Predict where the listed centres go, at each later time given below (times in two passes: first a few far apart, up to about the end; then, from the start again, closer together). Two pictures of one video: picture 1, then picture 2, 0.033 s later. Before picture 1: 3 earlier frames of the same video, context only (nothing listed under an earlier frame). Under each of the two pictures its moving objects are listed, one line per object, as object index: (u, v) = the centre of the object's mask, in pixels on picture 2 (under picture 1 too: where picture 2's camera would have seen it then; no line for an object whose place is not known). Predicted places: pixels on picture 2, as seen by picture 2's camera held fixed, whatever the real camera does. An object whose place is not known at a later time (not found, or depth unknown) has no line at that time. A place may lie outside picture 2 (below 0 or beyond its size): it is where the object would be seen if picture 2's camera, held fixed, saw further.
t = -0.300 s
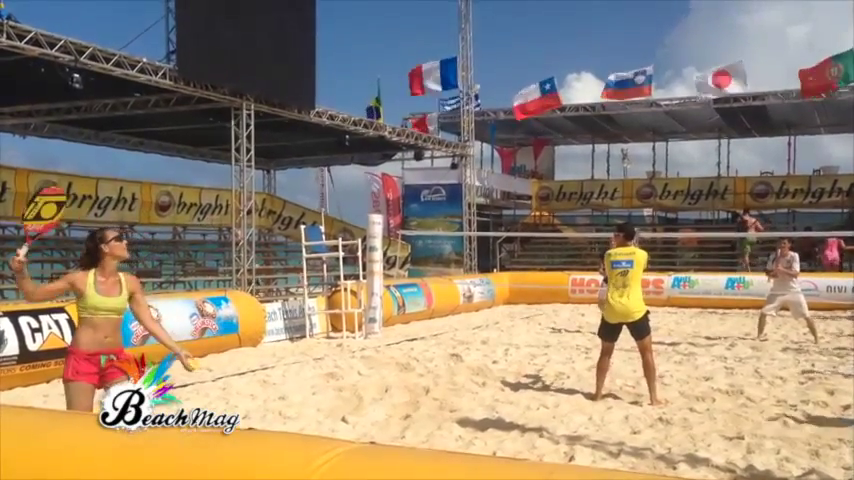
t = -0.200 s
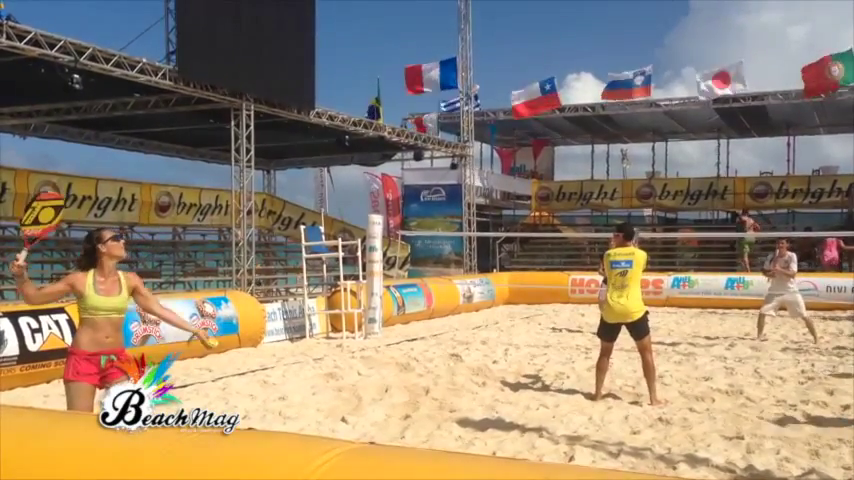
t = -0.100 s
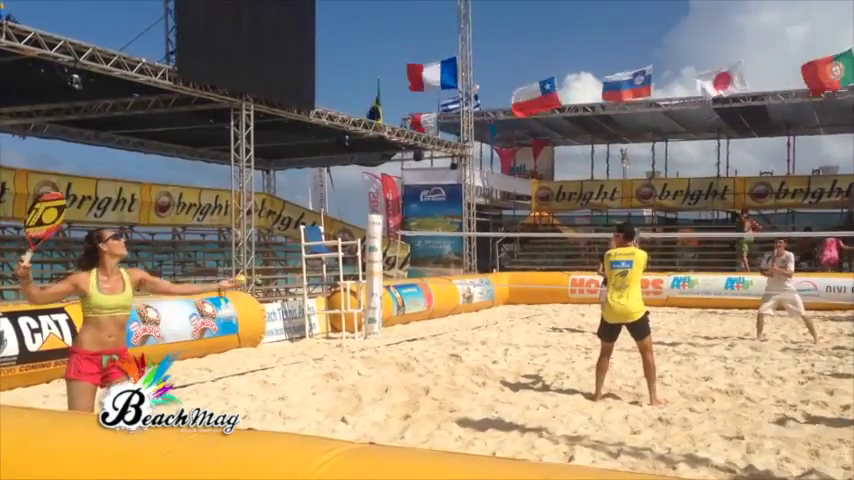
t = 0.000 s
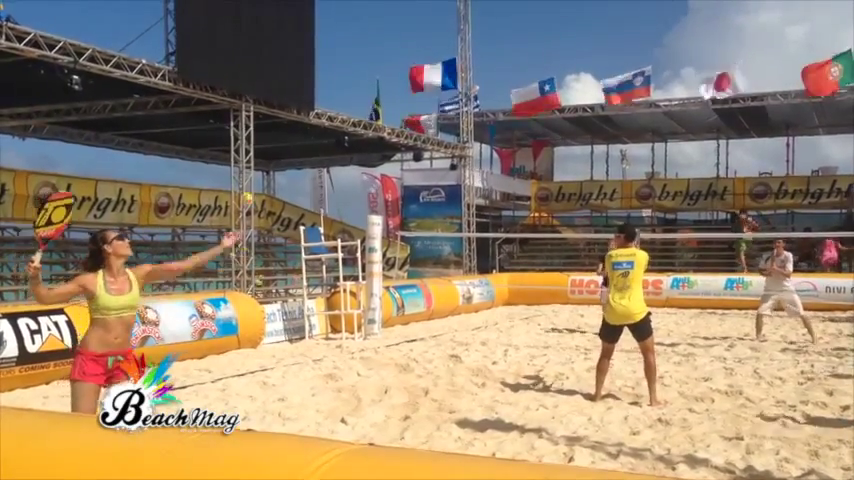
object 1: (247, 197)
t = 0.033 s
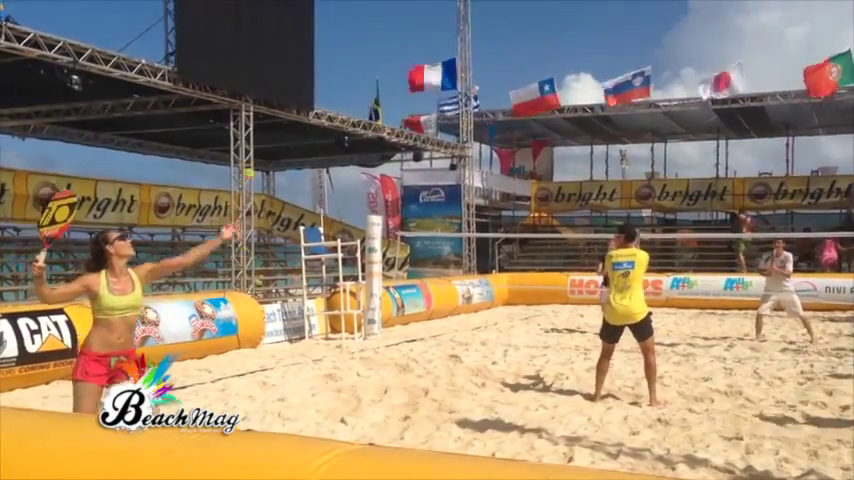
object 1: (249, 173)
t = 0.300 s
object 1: (261, 40)
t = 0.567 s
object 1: (269, 15)
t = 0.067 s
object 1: (250, 150)
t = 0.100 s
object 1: (252, 130)
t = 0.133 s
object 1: (254, 110)
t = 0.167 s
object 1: (255, 93)
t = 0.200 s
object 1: (257, 77)
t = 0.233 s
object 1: (258, 63)
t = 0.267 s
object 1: (259, 50)
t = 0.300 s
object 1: (261, 40)
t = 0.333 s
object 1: (262, 30)
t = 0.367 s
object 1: (264, 23)
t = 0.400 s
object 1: (265, 17)
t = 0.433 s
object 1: (266, 13)
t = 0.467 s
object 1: (267, 11)
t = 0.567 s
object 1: (269, 15)
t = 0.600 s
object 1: (269, 19)
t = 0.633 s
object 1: (269, 26)
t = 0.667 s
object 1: (270, 34)
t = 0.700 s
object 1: (269, 44)
